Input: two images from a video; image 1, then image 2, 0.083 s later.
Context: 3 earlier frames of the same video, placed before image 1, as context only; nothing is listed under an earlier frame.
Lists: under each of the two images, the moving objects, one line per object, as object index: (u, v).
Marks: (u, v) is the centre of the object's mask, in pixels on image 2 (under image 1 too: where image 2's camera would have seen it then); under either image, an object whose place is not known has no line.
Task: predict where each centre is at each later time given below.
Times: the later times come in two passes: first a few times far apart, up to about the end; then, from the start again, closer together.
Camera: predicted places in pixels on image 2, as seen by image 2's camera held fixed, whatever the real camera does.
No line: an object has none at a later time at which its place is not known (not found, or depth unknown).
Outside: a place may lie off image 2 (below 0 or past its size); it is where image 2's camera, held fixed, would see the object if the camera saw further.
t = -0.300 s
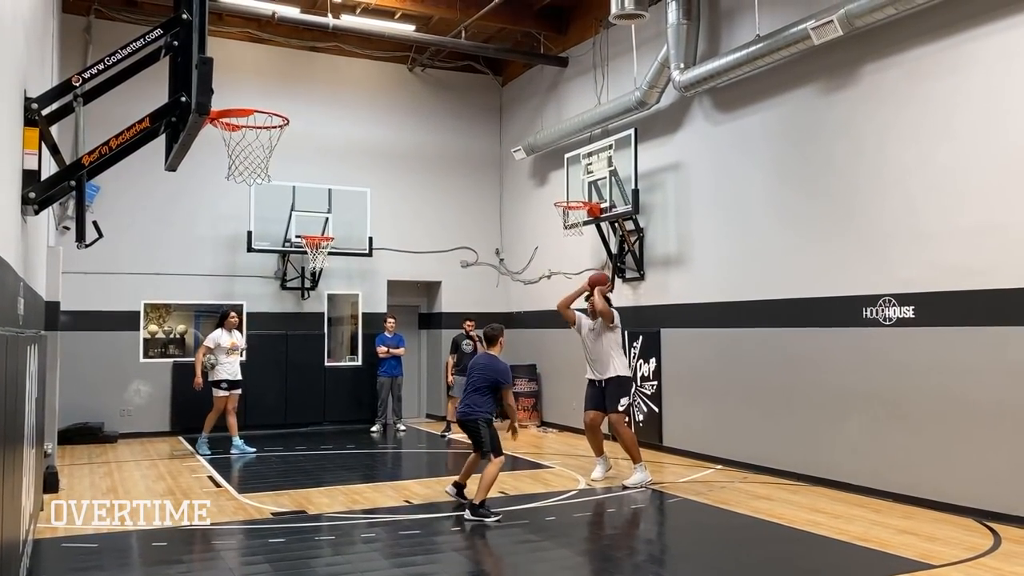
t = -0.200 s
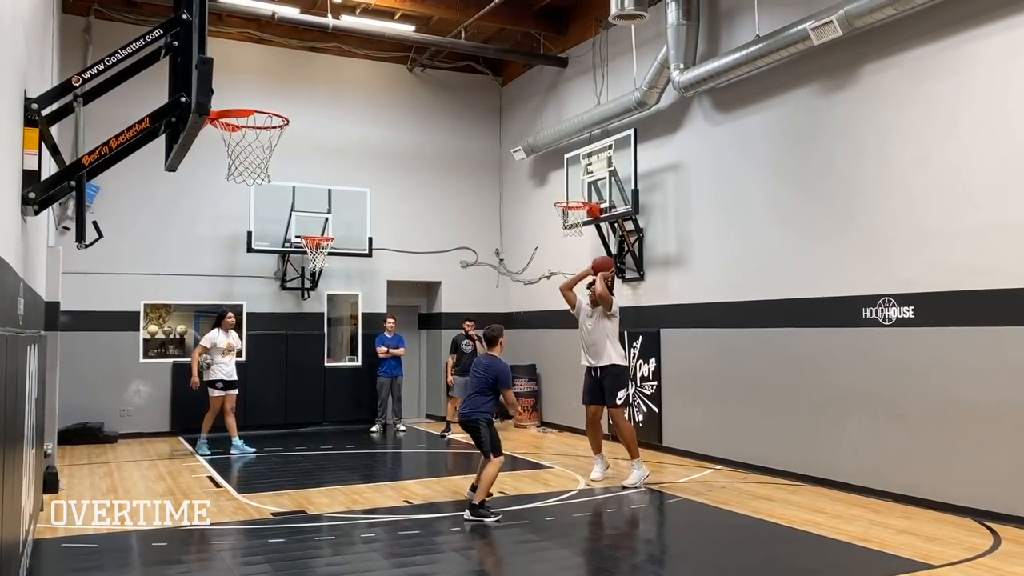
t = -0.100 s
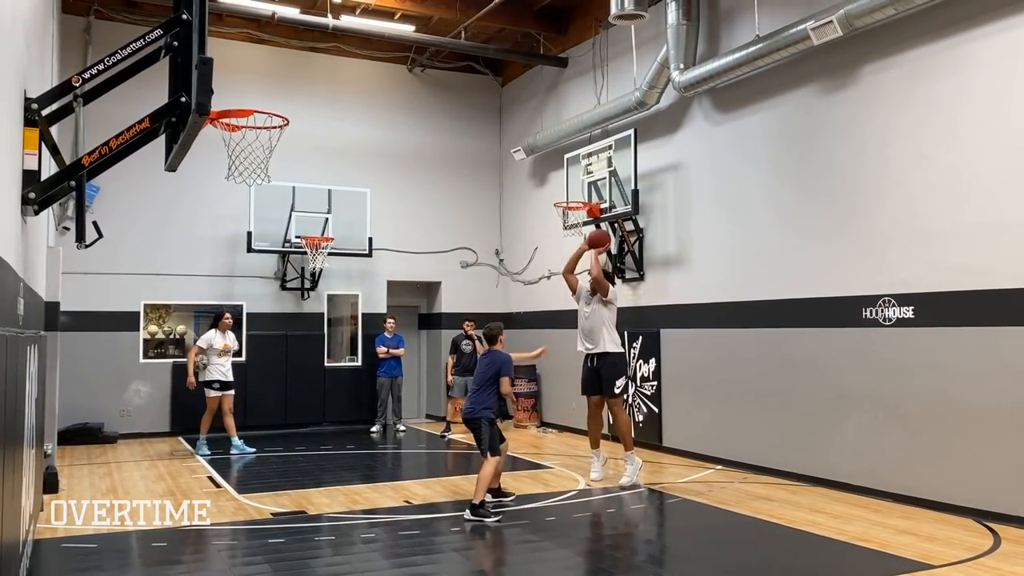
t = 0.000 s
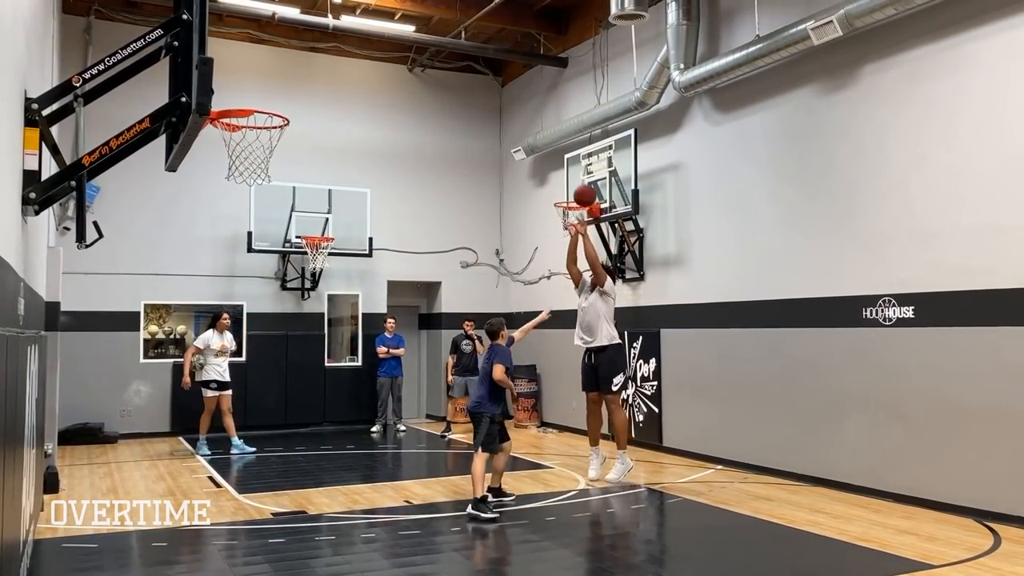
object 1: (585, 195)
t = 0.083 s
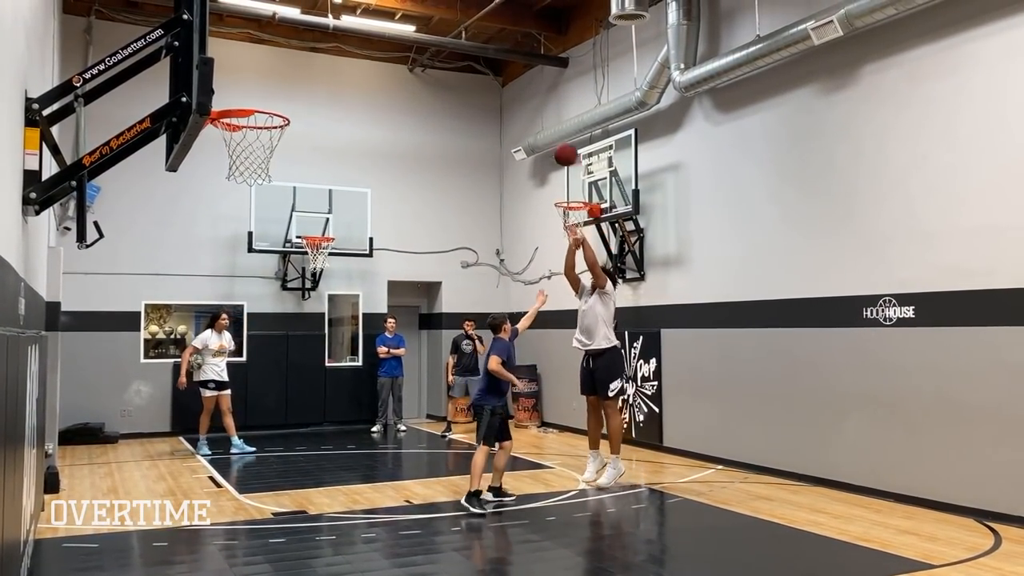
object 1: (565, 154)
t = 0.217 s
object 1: (532, 97)
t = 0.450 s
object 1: (465, 29)
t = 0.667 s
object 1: (390, 14)
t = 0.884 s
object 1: (298, 59)
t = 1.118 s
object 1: (254, 167)
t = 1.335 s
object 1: (281, 224)
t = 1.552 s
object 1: (306, 336)
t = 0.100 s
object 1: (561, 146)
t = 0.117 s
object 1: (557, 139)
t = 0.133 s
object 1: (553, 131)
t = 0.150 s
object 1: (549, 124)
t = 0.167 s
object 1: (545, 117)
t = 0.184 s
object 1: (541, 110)
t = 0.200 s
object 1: (536, 103)
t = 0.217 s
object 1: (532, 97)
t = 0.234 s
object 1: (527, 91)
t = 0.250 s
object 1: (523, 85)
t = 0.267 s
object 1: (518, 79)
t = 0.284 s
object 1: (514, 73)
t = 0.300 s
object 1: (509, 68)
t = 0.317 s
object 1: (505, 62)
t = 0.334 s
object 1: (500, 58)
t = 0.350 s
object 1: (495, 53)
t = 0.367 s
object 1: (490, 48)
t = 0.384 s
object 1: (486, 44)
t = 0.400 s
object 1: (481, 39)
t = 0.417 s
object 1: (475, 36)
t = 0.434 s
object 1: (470, 32)
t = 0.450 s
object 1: (465, 29)
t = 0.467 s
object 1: (460, 26)
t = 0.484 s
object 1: (455, 24)
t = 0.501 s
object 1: (451, 21)
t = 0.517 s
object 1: (444, 18)
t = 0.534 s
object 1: (438, 16)
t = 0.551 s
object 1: (433, 14)
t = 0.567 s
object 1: (427, 14)
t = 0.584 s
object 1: (421, 13)
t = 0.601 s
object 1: (415, 13)
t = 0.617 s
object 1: (409, 13)
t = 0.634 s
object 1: (403, 13)
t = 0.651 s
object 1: (396, 13)
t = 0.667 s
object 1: (390, 14)
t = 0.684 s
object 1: (384, 15)
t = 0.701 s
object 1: (377, 16)
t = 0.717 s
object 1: (370, 18)
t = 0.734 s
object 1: (364, 20)
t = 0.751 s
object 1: (357, 22)
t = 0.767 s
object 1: (350, 26)
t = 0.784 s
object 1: (343, 29)
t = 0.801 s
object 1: (337, 33)
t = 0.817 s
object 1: (329, 38)
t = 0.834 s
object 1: (321, 42)
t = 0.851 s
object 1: (314, 47)
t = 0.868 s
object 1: (306, 53)
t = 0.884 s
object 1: (298, 59)
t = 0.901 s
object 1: (290, 66)
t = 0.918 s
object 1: (283, 72)
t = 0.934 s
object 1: (275, 79)
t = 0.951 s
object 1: (267, 87)
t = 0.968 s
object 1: (258, 95)
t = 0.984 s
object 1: (250, 103)
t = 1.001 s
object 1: (243, 118)
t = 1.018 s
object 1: (245, 127)
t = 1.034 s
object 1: (245, 134)
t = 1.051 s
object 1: (246, 144)
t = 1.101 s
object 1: (252, 165)
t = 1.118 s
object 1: (254, 167)
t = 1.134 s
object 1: (257, 169)
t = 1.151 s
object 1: (259, 172)
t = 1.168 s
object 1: (261, 175)
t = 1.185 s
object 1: (263, 178)
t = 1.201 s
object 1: (265, 182)
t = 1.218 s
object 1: (267, 186)
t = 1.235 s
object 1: (269, 191)
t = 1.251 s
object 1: (272, 196)
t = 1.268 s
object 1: (274, 201)
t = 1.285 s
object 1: (276, 206)
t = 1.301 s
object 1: (277, 212)
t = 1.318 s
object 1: (279, 218)
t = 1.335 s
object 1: (281, 224)
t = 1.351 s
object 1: (284, 231)
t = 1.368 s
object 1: (285, 238)
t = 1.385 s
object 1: (287, 245)
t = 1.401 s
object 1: (289, 254)
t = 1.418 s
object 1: (292, 262)
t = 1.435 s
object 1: (293, 270)
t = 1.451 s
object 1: (295, 280)
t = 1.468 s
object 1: (296, 288)
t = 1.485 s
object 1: (298, 297)
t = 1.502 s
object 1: (300, 307)
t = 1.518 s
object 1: (303, 317)
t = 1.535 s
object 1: (304, 326)
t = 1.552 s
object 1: (306, 336)
